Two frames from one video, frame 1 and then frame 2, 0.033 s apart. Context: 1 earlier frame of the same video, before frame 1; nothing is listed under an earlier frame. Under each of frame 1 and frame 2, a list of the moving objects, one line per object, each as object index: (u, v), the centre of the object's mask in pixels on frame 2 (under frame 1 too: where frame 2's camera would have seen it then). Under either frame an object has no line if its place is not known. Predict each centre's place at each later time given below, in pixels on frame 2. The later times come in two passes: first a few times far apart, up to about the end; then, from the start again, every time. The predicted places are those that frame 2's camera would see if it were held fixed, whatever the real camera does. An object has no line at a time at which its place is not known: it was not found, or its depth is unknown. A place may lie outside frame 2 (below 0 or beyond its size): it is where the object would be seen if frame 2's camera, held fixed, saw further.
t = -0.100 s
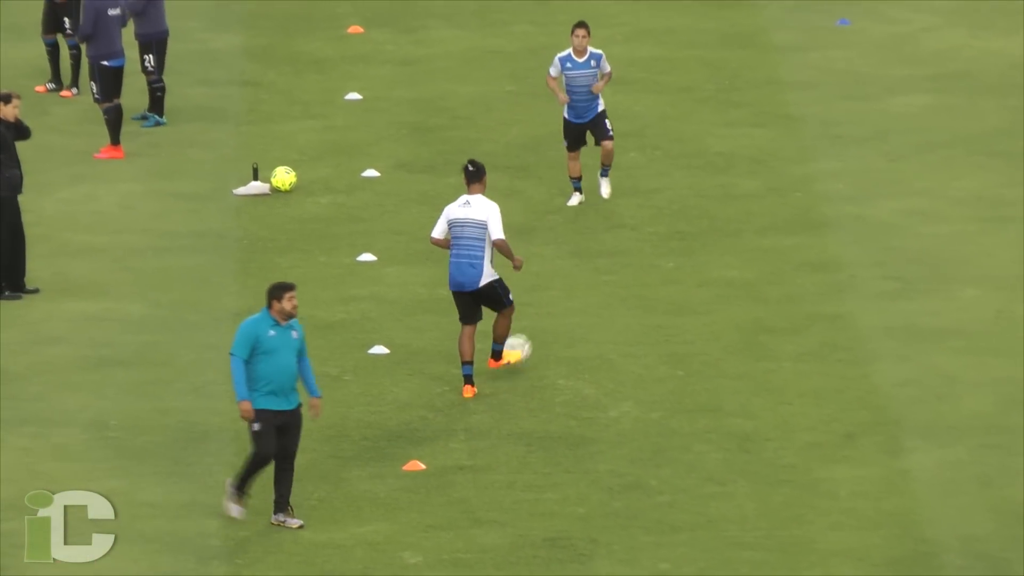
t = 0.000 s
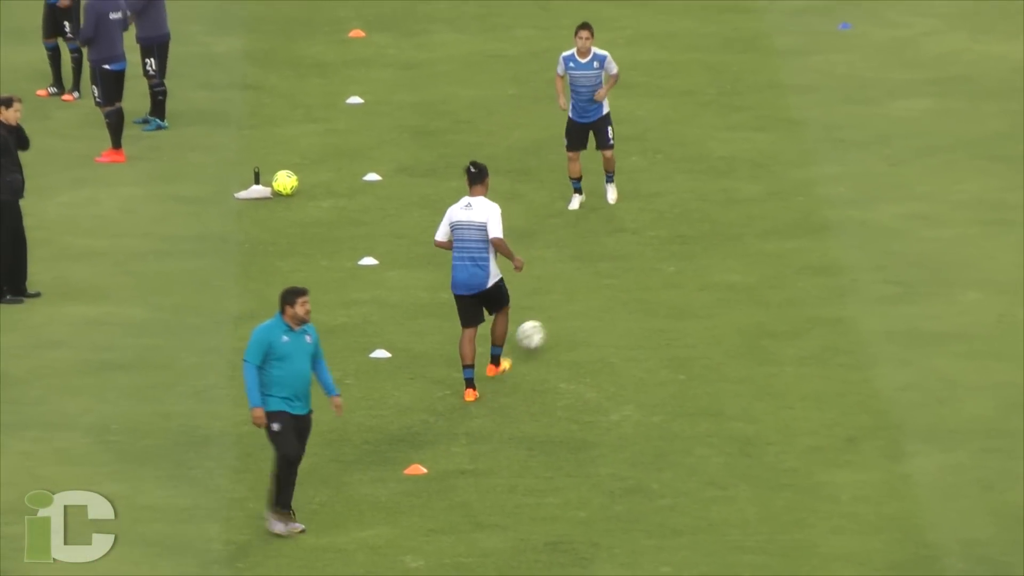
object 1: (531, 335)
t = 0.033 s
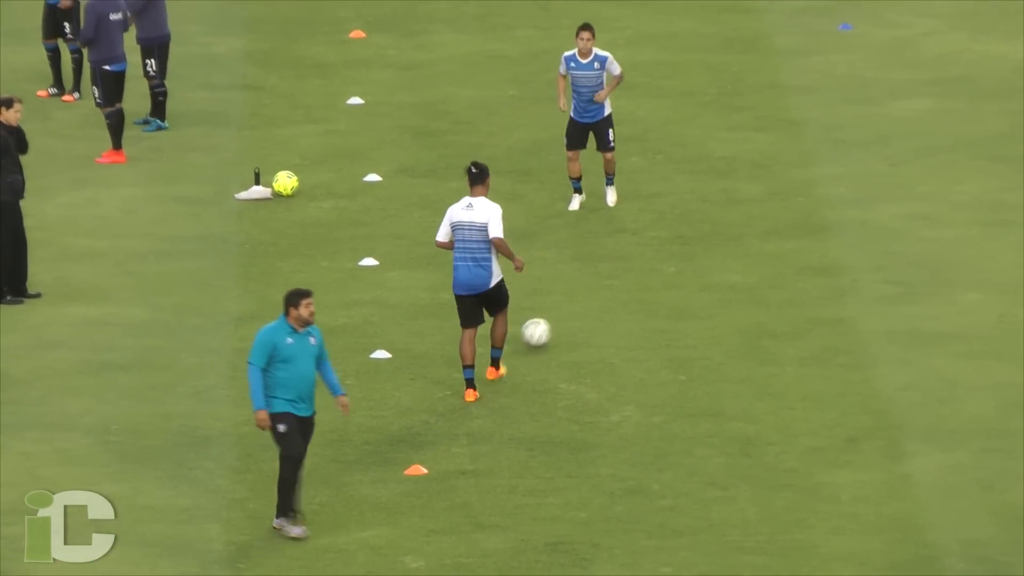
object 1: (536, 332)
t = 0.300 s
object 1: (566, 294)
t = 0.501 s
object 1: (587, 267)
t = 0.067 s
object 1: (541, 328)
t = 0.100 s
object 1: (544, 320)
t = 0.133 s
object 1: (548, 313)
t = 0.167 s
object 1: (552, 308)
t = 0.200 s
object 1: (556, 304)
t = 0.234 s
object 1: (560, 301)
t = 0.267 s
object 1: (562, 300)
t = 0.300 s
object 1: (566, 294)
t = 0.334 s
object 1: (570, 288)
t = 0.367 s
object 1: (573, 283)
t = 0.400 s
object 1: (576, 280)
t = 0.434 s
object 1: (580, 278)
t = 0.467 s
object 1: (584, 273)
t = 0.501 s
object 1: (587, 267)
